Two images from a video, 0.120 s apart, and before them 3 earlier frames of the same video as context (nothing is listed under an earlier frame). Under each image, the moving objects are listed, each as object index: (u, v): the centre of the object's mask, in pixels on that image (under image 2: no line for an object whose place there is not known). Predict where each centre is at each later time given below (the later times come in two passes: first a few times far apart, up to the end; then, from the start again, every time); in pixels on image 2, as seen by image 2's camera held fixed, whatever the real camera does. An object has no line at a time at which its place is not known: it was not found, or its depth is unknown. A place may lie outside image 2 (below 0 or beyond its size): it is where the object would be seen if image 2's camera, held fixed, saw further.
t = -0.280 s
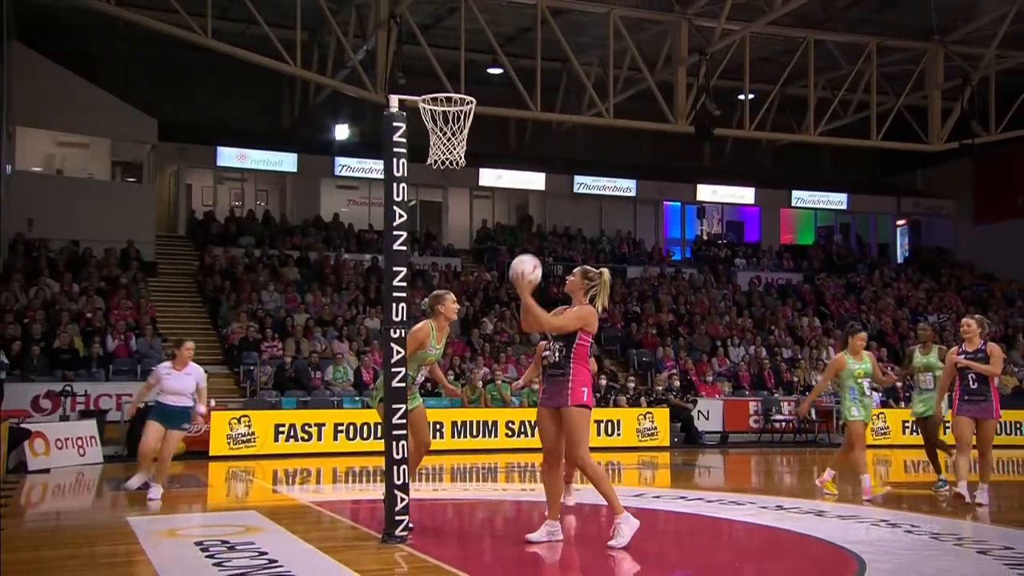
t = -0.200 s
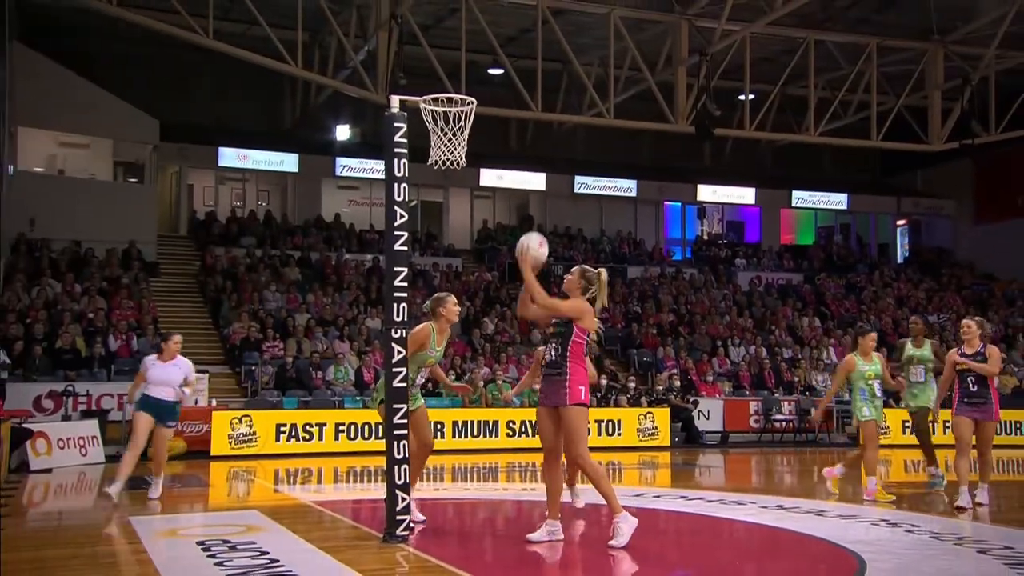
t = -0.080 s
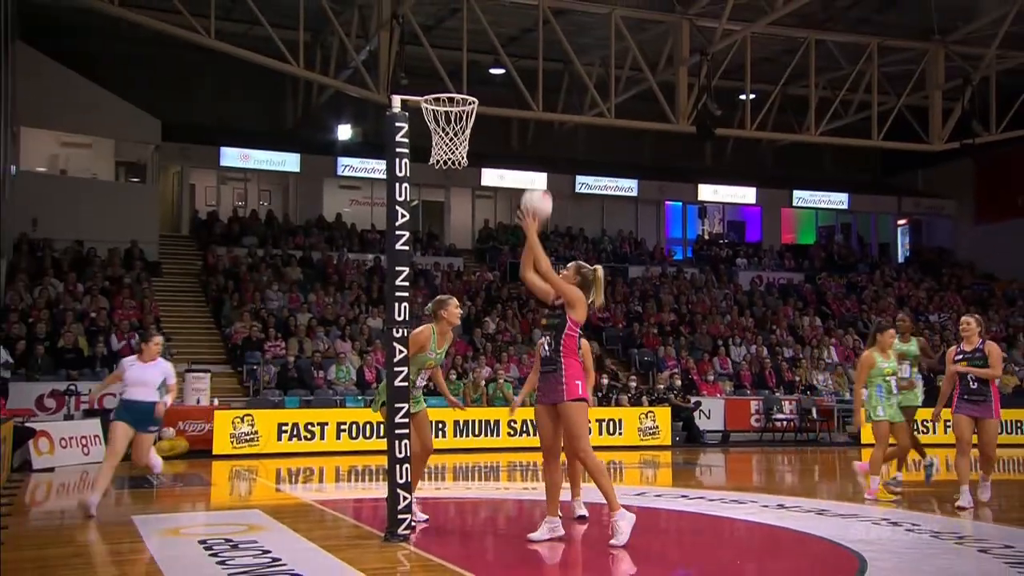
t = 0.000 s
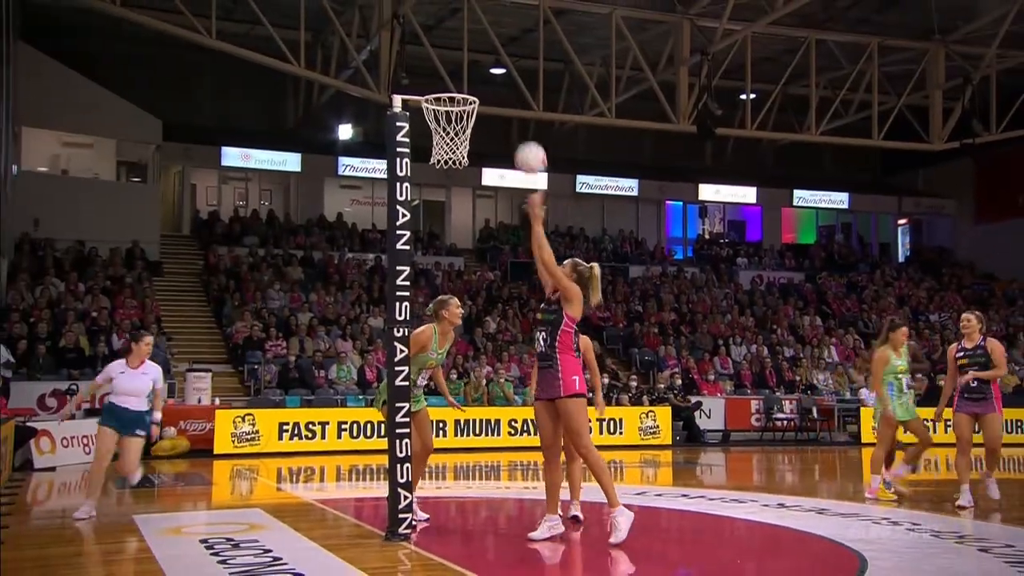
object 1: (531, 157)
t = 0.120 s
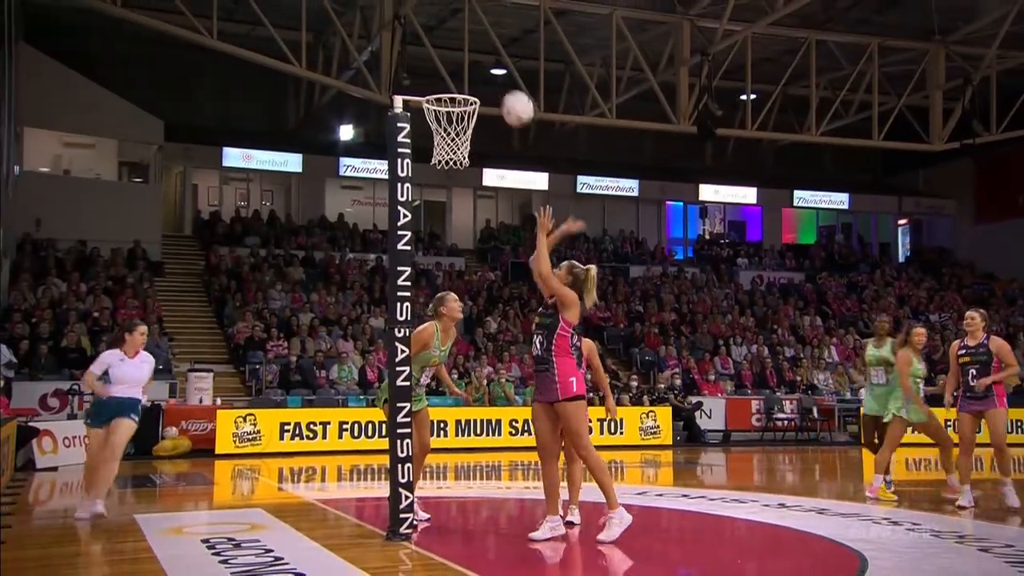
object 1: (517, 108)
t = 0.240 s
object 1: (503, 75)
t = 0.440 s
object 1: (481, 65)
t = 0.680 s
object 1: (450, 112)
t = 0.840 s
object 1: (431, 153)
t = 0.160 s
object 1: (512, 93)
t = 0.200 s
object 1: (508, 84)
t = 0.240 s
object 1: (503, 75)
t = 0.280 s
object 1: (498, 68)
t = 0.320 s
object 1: (494, 65)
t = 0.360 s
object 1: (490, 63)
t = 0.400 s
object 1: (485, 63)
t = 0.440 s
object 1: (481, 65)
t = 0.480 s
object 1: (476, 70)
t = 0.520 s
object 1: (472, 76)
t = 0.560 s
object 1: (468, 83)
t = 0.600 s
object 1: (463, 94)
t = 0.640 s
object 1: (457, 102)
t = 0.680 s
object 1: (450, 112)
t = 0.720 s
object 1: (446, 124)
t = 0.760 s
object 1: (438, 135)
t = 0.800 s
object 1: (432, 146)
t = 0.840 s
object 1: (431, 153)
